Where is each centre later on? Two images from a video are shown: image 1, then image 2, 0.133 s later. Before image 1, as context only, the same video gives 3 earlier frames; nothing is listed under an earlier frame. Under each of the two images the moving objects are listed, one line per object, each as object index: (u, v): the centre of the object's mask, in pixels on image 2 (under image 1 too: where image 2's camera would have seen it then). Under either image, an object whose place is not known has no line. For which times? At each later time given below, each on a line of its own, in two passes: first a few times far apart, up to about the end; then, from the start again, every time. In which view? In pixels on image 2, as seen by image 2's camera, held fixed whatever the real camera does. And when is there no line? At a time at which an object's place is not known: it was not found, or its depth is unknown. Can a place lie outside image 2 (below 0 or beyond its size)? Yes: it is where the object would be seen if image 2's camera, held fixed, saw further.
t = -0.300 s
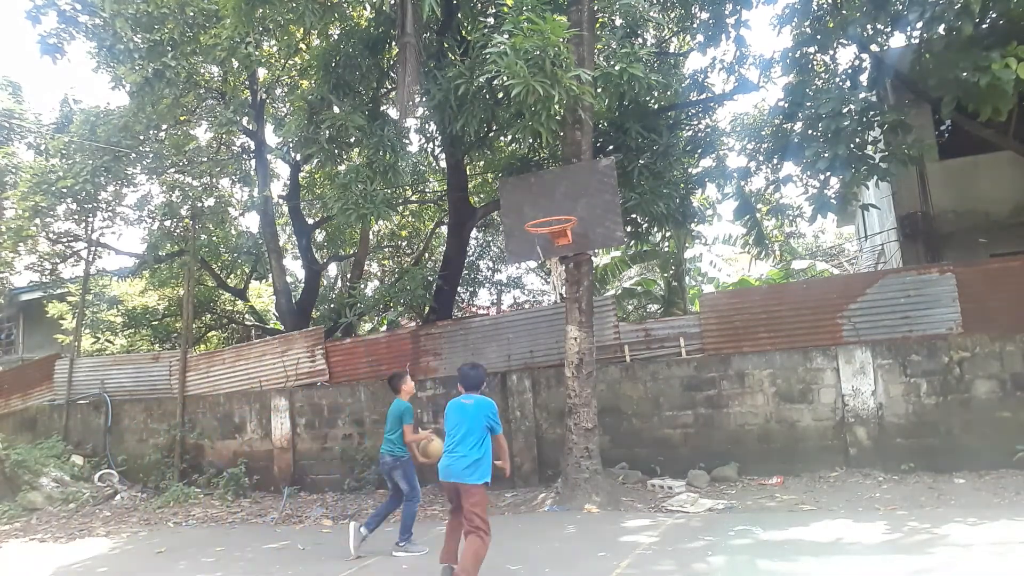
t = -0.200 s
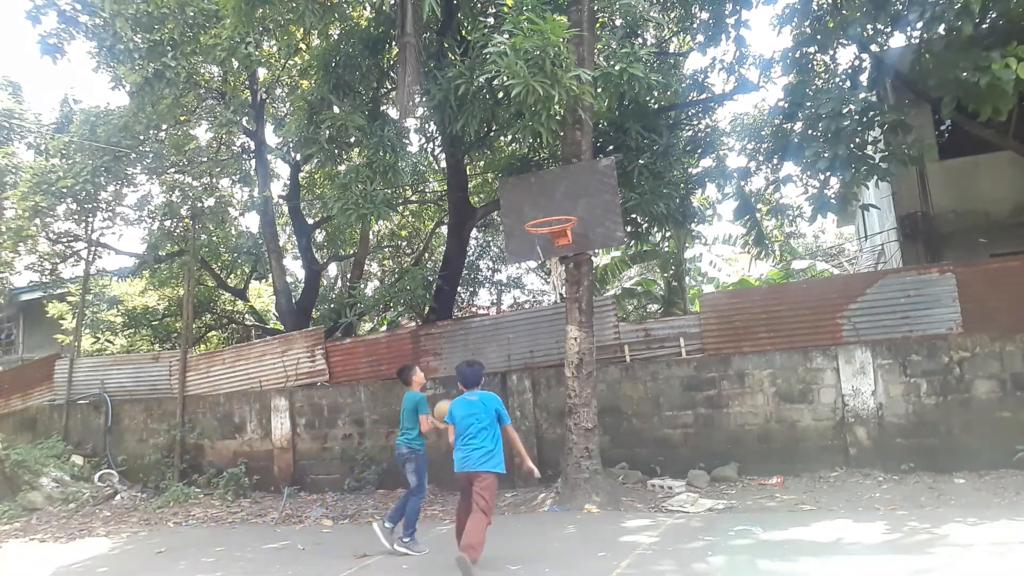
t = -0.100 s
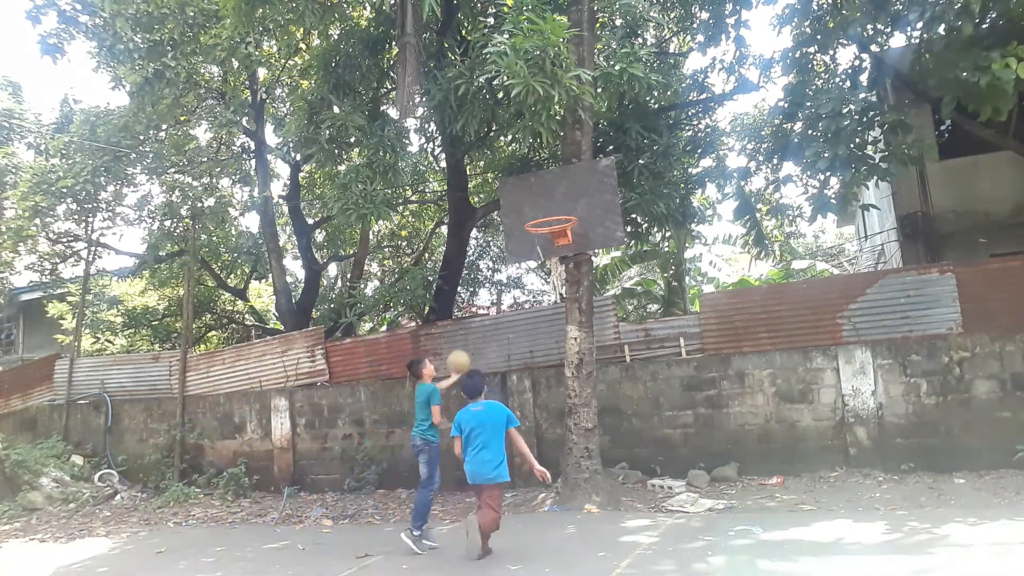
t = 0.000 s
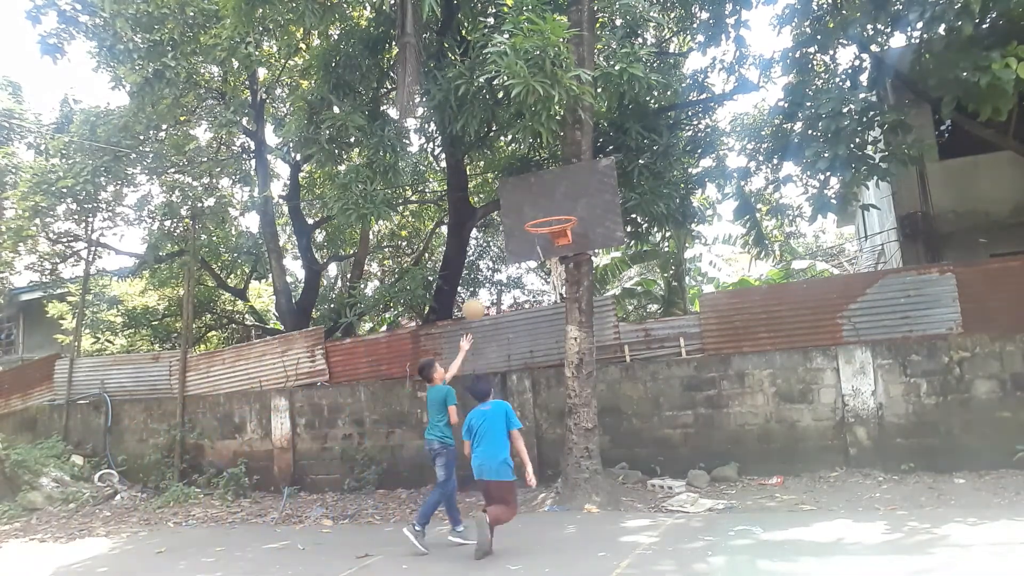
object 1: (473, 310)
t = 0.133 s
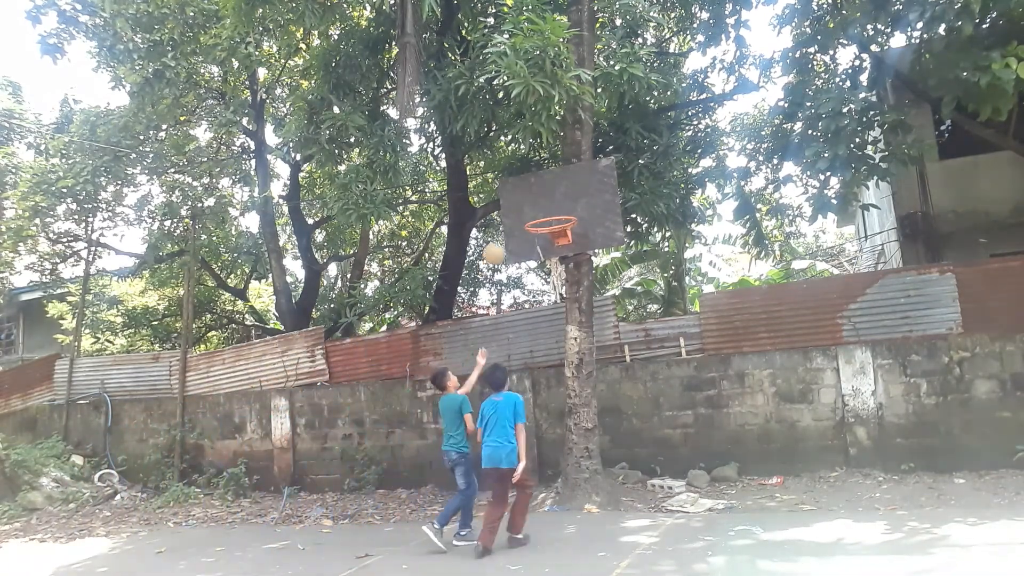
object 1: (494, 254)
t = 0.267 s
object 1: (515, 217)
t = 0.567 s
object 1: (566, 196)
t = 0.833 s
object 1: (617, 253)
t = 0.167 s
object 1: (499, 243)
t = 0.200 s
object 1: (505, 233)
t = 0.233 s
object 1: (510, 224)
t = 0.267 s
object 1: (515, 217)
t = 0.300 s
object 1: (520, 210)
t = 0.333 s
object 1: (526, 204)
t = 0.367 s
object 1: (531, 200)
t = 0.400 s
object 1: (537, 197)
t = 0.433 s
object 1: (542, 194)
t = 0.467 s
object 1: (548, 193)
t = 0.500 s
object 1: (554, 193)
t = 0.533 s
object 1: (560, 194)
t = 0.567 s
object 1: (566, 196)
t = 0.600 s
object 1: (572, 199)
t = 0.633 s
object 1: (578, 204)
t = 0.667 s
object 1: (584, 209)
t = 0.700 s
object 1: (591, 216)
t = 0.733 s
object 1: (597, 223)
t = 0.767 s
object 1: (603, 232)
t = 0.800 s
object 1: (610, 241)
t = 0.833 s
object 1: (617, 253)
